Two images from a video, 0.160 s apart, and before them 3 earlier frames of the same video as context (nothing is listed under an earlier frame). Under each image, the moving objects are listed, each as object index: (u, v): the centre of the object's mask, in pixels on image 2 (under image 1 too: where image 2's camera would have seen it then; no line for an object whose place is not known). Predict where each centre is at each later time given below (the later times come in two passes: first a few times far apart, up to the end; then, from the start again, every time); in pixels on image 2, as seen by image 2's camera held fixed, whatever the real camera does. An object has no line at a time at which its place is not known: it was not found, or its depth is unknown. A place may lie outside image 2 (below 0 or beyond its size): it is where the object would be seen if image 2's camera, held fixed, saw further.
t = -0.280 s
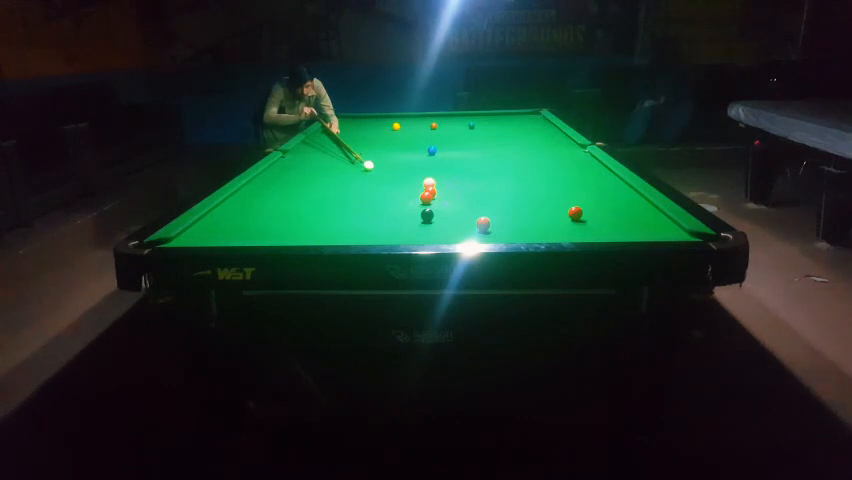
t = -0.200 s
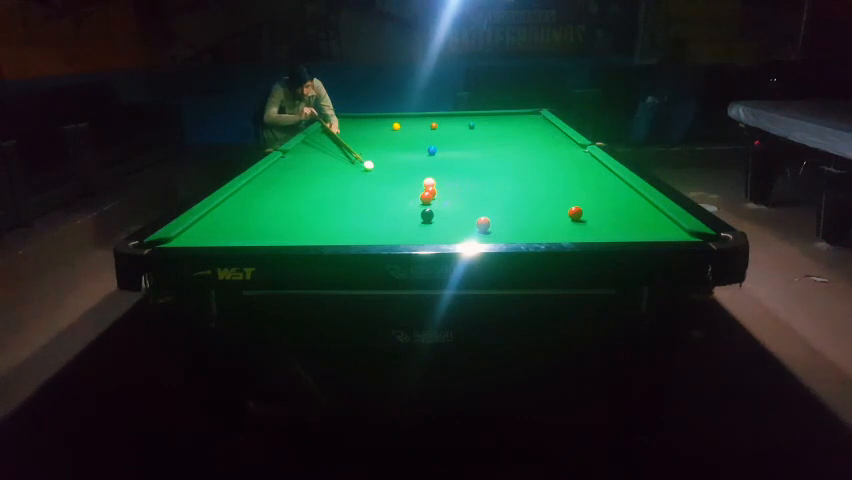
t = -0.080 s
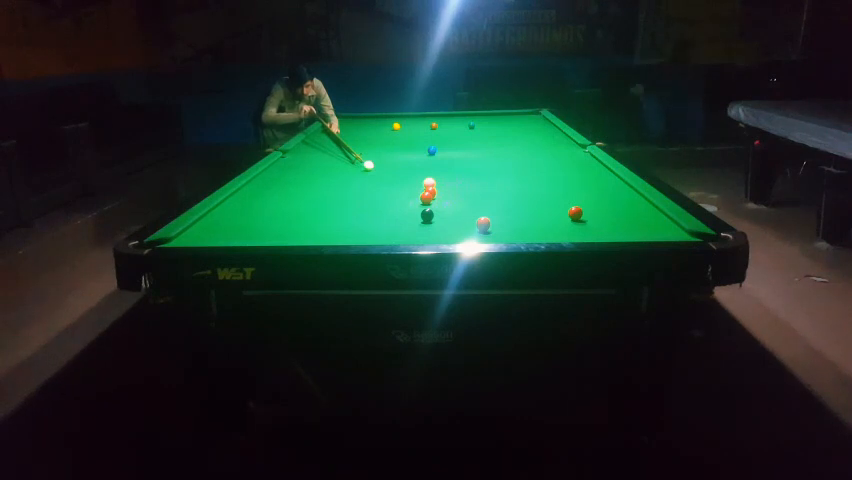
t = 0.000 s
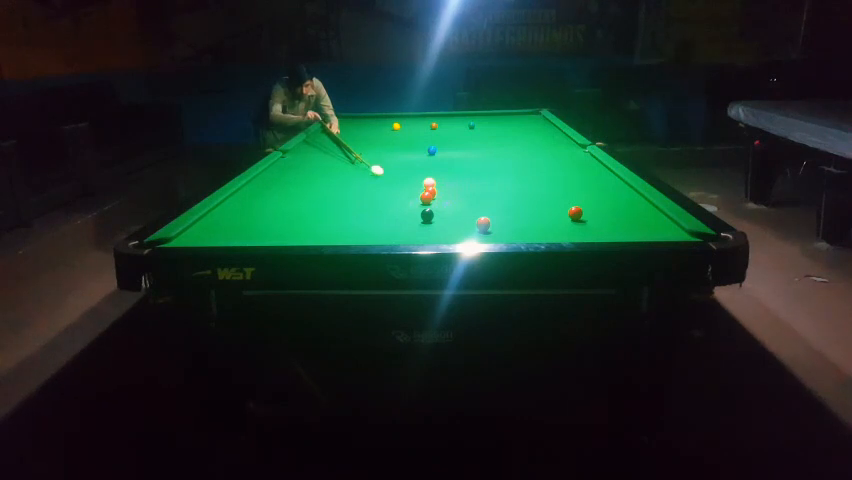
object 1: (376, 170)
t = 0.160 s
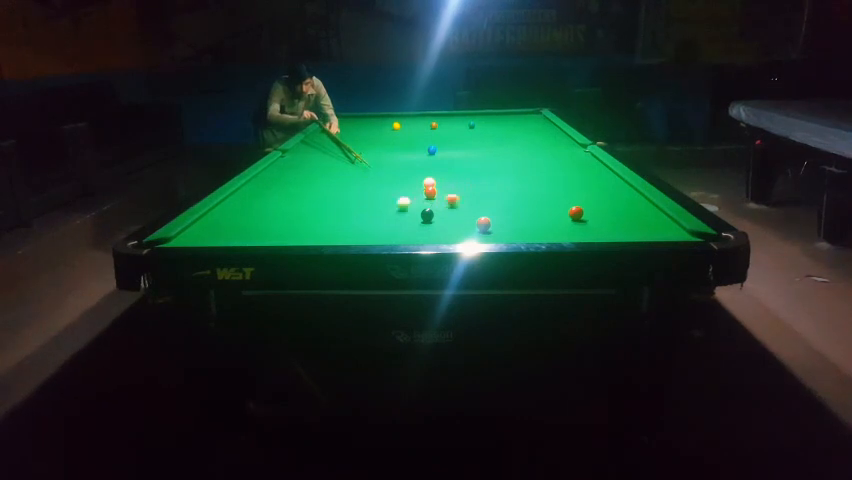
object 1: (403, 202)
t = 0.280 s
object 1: (377, 230)
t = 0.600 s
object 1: (335, 197)
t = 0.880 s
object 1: (315, 172)
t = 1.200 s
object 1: (299, 154)
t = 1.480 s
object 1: (306, 143)
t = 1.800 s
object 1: (326, 136)
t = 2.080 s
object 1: (338, 132)
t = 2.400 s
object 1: (347, 128)
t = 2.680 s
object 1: (352, 126)
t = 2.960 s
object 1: (355, 125)
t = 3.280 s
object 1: (356, 125)
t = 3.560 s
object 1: (356, 125)
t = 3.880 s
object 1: (355, 125)
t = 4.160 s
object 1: (355, 125)
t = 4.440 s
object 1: (355, 125)
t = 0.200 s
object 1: (395, 211)
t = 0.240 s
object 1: (386, 221)
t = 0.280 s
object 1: (377, 230)
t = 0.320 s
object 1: (367, 235)
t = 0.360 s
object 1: (361, 230)
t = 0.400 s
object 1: (357, 225)
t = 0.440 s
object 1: (352, 219)
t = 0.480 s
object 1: (347, 213)
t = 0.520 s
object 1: (343, 207)
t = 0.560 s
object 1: (339, 202)
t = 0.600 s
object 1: (335, 197)
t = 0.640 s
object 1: (331, 193)
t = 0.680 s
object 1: (328, 188)
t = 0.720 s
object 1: (326, 186)
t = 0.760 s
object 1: (323, 182)
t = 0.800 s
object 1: (320, 179)
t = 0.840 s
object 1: (317, 175)
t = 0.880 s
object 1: (315, 172)
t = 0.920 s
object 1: (313, 170)
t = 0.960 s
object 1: (310, 167)
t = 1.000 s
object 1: (308, 164)
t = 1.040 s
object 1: (307, 163)
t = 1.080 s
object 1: (305, 160)
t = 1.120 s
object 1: (303, 158)
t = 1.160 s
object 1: (301, 156)
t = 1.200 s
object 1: (299, 154)
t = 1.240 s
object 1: (298, 152)
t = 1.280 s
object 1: (296, 150)
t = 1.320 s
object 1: (295, 148)
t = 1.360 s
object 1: (297, 147)
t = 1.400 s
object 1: (299, 146)
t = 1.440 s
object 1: (303, 145)
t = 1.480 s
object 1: (306, 143)
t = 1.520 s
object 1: (309, 143)
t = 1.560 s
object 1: (312, 142)
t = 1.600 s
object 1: (315, 140)
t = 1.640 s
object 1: (317, 139)
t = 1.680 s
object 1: (320, 138)
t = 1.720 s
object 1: (321, 138)
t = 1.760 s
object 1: (324, 137)
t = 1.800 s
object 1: (326, 136)
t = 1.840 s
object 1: (328, 135)
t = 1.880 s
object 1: (330, 135)
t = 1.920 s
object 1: (332, 134)
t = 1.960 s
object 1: (334, 133)
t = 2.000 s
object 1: (335, 133)
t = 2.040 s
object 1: (337, 132)
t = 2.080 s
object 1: (338, 132)
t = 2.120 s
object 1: (340, 131)
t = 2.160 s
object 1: (341, 130)
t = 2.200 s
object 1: (342, 130)
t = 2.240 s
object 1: (343, 130)
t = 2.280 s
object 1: (345, 129)
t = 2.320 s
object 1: (346, 129)
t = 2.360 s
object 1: (347, 128)
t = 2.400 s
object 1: (347, 128)
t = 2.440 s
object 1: (348, 128)
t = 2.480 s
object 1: (349, 127)
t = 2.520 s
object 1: (350, 127)
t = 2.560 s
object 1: (351, 127)
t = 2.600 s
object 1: (351, 127)
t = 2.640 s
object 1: (352, 126)
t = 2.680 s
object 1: (352, 126)
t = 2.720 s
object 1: (353, 126)
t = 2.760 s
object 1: (353, 125)
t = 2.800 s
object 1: (354, 126)
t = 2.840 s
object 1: (354, 125)
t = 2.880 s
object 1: (355, 126)
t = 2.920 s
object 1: (355, 126)
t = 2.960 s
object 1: (355, 125)
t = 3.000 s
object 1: (355, 125)
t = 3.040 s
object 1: (356, 125)
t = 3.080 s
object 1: (356, 125)
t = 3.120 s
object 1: (356, 125)
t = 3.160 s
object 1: (356, 125)
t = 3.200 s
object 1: (356, 125)
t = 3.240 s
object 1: (356, 125)
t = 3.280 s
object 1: (356, 125)
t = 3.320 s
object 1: (356, 125)
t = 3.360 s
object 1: (356, 125)
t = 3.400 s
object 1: (356, 125)
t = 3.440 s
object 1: (356, 125)
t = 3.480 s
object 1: (356, 125)
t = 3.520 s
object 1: (356, 125)
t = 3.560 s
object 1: (356, 125)
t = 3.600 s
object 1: (356, 125)
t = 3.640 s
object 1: (356, 125)
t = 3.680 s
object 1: (356, 125)
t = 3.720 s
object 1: (355, 125)
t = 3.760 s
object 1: (355, 125)
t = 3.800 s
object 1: (355, 125)
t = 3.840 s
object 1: (355, 125)
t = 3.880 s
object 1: (355, 125)
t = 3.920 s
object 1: (355, 125)
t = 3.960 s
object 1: (355, 125)
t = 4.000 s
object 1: (355, 125)
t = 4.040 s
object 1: (355, 125)
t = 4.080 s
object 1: (355, 125)
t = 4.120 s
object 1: (355, 125)
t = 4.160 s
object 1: (355, 125)
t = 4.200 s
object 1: (355, 125)
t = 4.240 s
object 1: (355, 125)
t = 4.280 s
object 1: (355, 125)
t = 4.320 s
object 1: (355, 125)
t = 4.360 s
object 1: (355, 125)
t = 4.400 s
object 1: (355, 125)
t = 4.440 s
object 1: (355, 125)
